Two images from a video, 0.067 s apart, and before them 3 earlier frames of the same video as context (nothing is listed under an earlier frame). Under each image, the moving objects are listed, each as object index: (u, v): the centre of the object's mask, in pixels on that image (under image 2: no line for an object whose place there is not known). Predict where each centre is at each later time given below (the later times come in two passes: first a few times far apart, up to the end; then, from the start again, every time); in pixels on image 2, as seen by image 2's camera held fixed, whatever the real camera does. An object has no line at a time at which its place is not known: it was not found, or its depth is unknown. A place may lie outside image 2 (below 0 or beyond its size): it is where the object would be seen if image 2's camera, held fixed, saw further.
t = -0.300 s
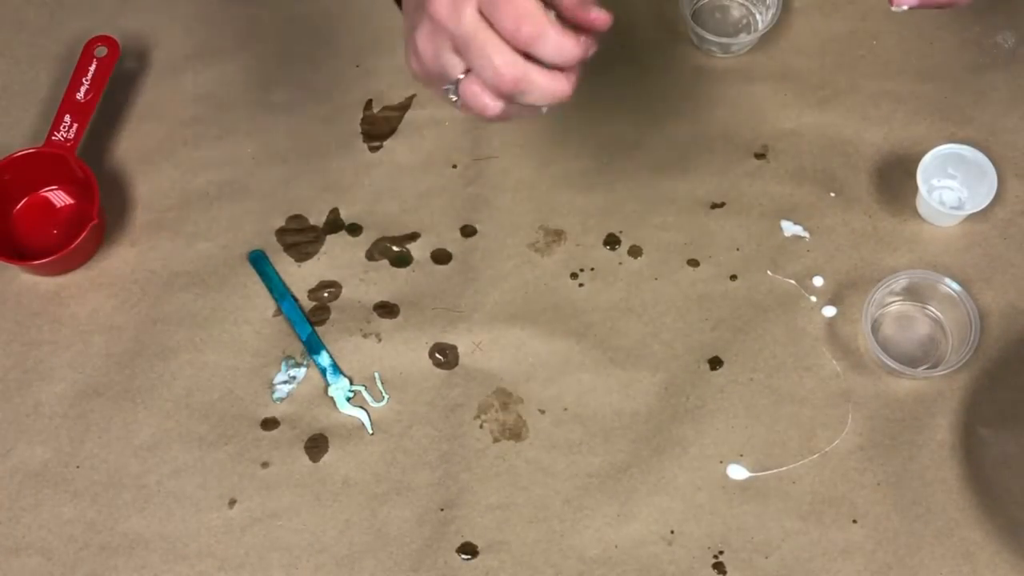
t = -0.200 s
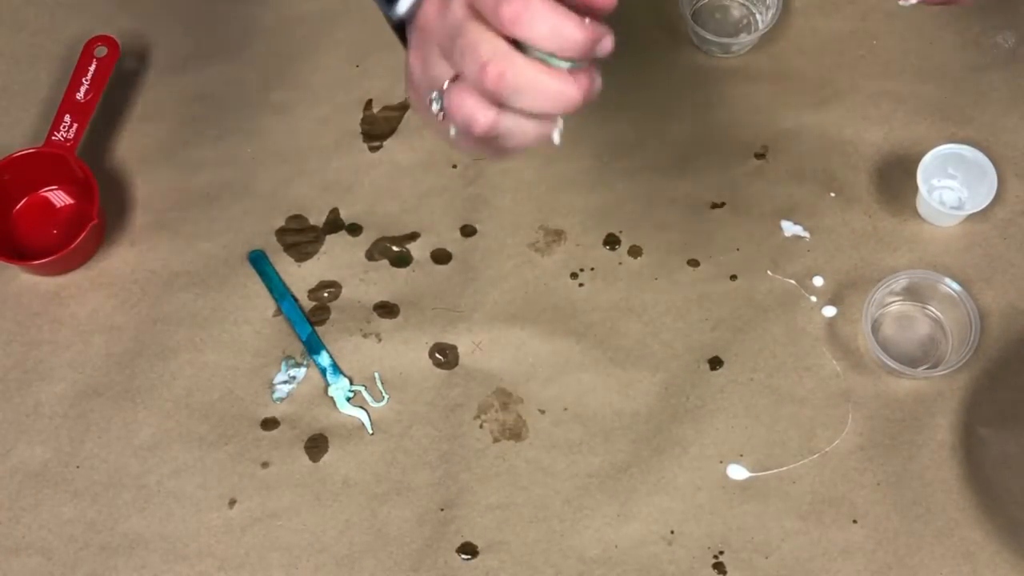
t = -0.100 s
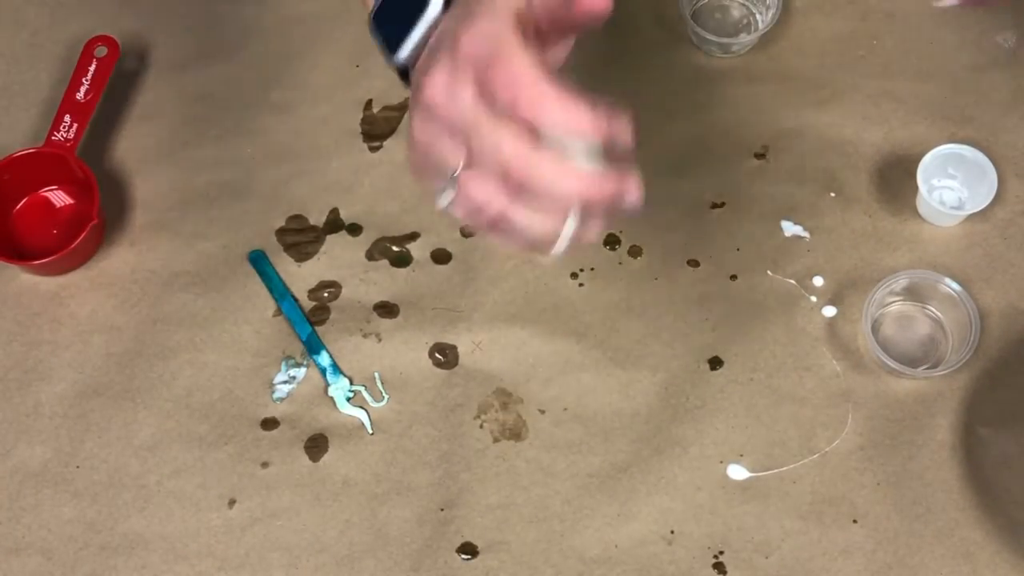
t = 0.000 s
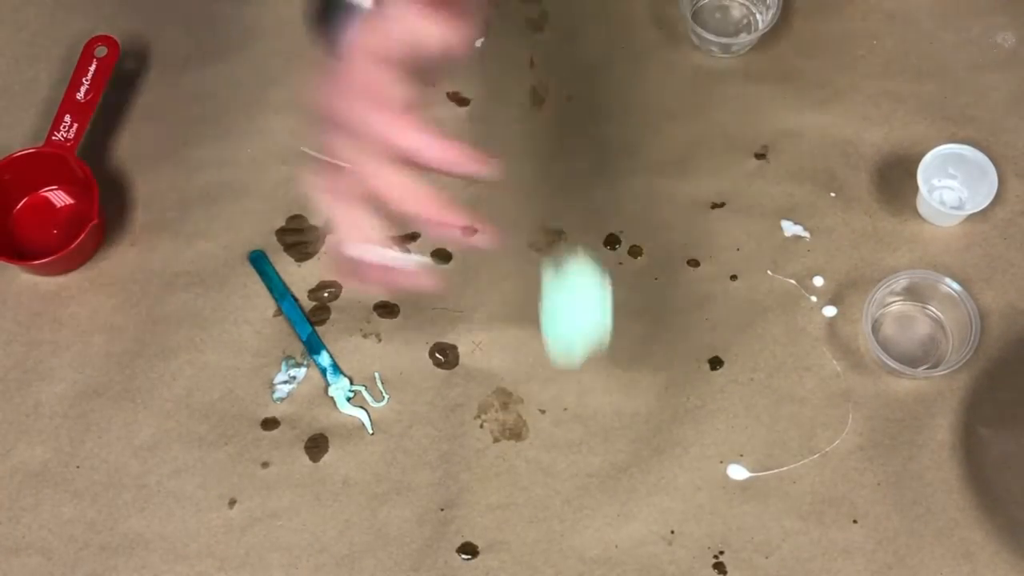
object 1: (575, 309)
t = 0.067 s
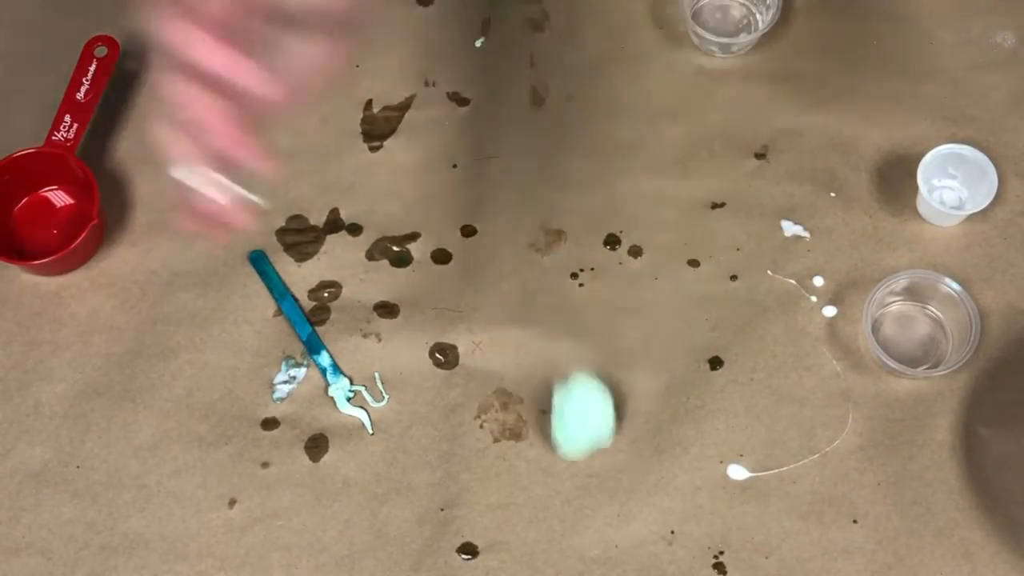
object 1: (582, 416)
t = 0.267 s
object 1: (630, 240)
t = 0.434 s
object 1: (685, 169)
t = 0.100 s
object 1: (589, 382)
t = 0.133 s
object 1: (598, 340)
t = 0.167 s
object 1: (607, 303)
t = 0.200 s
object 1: (613, 276)
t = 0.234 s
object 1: (622, 255)
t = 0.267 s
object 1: (630, 240)
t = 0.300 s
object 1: (637, 234)
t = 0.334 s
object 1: (641, 238)
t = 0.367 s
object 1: (644, 248)
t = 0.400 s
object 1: (663, 208)
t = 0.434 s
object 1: (685, 169)
